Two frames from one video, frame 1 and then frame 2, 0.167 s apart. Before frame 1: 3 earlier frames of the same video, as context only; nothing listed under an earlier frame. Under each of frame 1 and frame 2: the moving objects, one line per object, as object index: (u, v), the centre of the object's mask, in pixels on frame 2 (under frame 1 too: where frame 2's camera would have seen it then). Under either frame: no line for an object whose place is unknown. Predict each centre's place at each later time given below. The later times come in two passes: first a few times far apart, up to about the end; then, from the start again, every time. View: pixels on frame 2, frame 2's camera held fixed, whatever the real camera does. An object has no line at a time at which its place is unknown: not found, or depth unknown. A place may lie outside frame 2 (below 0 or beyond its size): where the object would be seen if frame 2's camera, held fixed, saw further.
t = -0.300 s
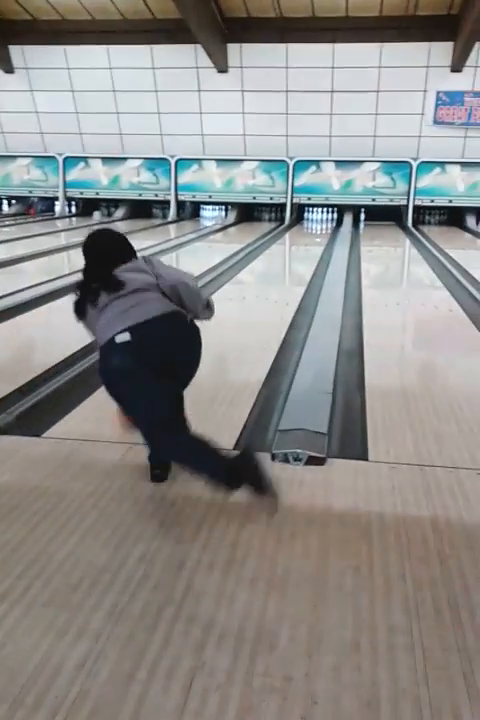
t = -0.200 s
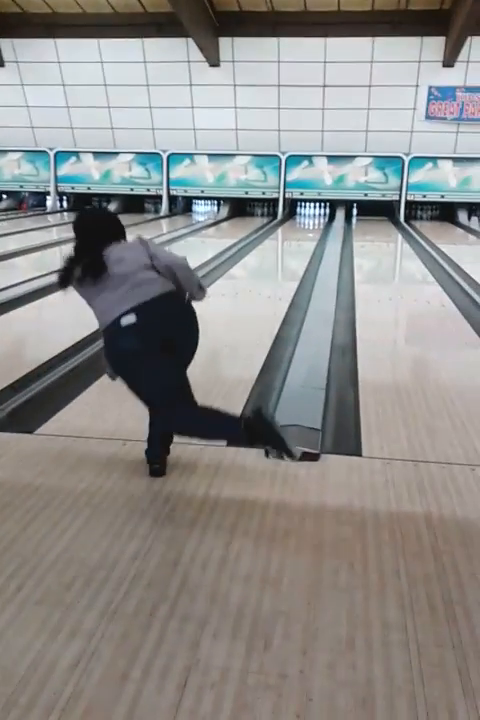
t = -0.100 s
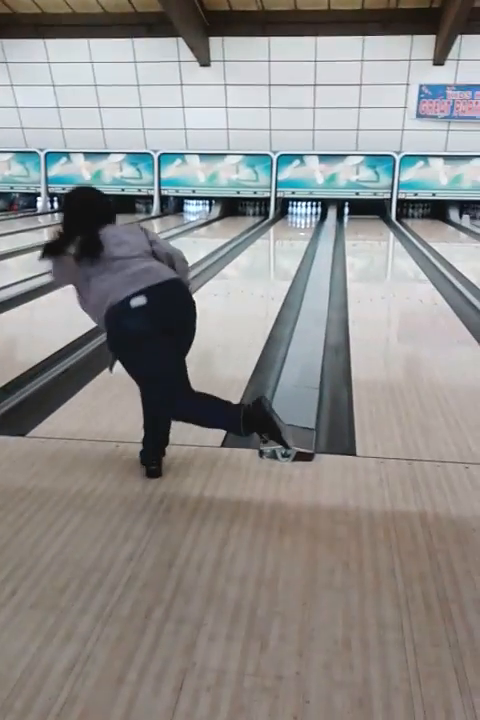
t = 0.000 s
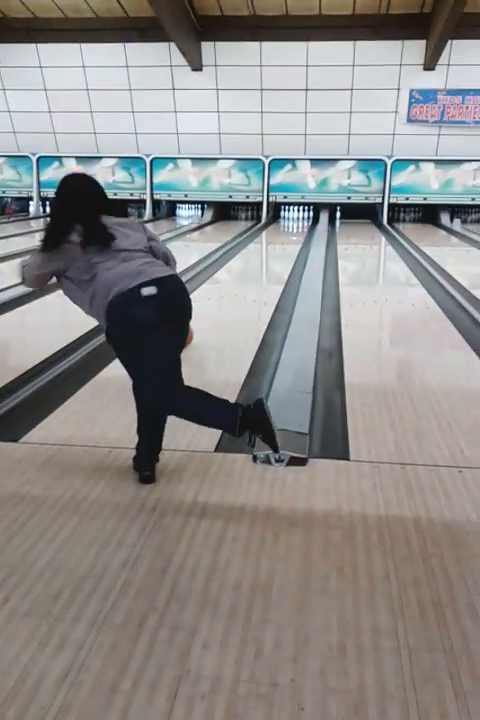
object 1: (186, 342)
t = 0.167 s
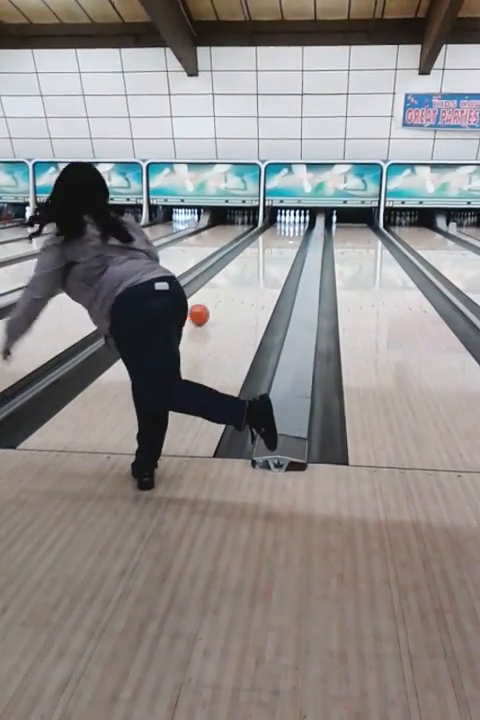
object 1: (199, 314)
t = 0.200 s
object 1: (202, 310)
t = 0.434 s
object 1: (221, 288)
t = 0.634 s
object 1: (233, 273)
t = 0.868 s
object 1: (244, 261)
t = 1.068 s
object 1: (251, 252)
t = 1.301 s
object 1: (257, 246)
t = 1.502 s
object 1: (263, 240)
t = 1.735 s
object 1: (267, 234)
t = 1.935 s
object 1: (272, 230)
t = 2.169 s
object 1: (277, 227)
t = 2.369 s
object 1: (280, 225)
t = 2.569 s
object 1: (286, 222)
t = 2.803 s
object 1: (287, 219)
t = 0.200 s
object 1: (202, 310)
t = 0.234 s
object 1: (205, 307)
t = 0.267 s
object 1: (208, 303)
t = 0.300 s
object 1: (211, 299)
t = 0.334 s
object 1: (214, 296)
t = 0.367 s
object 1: (216, 293)
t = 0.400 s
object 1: (219, 290)
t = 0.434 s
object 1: (221, 288)
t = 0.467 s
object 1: (223, 285)
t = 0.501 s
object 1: (225, 282)
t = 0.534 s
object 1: (227, 280)
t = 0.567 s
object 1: (229, 278)
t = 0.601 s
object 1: (231, 275)
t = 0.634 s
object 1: (233, 273)
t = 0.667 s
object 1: (235, 272)
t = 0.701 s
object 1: (236, 270)
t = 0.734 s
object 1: (238, 268)
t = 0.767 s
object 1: (239, 266)
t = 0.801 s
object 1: (241, 264)
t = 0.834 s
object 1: (242, 263)
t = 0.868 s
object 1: (244, 261)
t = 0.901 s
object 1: (245, 260)
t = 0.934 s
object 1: (246, 258)
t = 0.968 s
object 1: (247, 257)
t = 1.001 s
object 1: (249, 255)
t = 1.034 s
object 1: (249, 254)
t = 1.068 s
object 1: (251, 252)
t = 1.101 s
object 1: (252, 251)
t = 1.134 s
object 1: (253, 250)
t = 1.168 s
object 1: (253, 249)
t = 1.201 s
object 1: (255, 248)
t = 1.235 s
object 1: (256, 247)
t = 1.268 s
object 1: (257, 246)
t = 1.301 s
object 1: (257, 246)
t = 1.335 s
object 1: (258, 245)
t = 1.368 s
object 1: (259, 243)
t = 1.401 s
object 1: (260, 242)
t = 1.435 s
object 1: (261, 241)
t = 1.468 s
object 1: (262, 241)
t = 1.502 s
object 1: (263, 240)
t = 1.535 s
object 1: (263, 239)
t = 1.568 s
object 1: (264, 238)
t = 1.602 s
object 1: (265, 237)
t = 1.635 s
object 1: (266, 236)
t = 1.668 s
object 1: (266, 236)
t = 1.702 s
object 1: (266, 235)
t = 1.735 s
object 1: (267, 234)
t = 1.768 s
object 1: (268, 234)
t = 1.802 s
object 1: (269, 233)
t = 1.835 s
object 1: (270, 232)
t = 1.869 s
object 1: (271, 231)
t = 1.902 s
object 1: (271, 231)
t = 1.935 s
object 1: (272, 230)
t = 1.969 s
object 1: (273, 230)
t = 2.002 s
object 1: (273, 229)
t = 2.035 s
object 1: (274, 228)
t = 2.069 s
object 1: (275, 228)
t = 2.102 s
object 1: (276, 227)
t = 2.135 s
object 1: (276, 227)
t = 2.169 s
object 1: (277, 227)
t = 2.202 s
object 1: (277, 227)
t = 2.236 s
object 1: (277, 226)
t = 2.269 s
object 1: (278, 226)
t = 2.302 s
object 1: (279, 225)
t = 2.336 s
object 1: (279, 226)
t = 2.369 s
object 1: (280, 225)
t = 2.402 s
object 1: (282, 224)
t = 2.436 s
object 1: (282, 224)
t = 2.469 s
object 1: (283, 223)
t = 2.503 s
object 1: (284, 223)
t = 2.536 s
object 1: (285, 222)
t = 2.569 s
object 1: (286, 222)
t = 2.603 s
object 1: (287, 223)
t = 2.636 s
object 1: (286, 222)
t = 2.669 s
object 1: (286, 220)
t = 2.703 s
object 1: (286, 220)
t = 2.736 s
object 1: (286, 220)
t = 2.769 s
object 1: (286, 220)
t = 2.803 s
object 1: (287, 219)
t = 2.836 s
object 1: (287, 219)
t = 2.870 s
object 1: (287, 219)
